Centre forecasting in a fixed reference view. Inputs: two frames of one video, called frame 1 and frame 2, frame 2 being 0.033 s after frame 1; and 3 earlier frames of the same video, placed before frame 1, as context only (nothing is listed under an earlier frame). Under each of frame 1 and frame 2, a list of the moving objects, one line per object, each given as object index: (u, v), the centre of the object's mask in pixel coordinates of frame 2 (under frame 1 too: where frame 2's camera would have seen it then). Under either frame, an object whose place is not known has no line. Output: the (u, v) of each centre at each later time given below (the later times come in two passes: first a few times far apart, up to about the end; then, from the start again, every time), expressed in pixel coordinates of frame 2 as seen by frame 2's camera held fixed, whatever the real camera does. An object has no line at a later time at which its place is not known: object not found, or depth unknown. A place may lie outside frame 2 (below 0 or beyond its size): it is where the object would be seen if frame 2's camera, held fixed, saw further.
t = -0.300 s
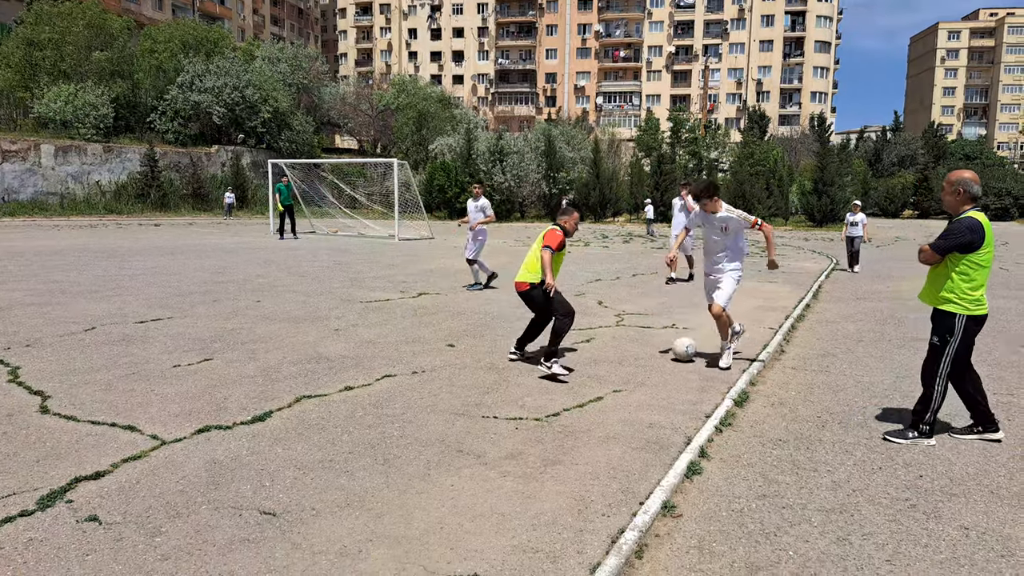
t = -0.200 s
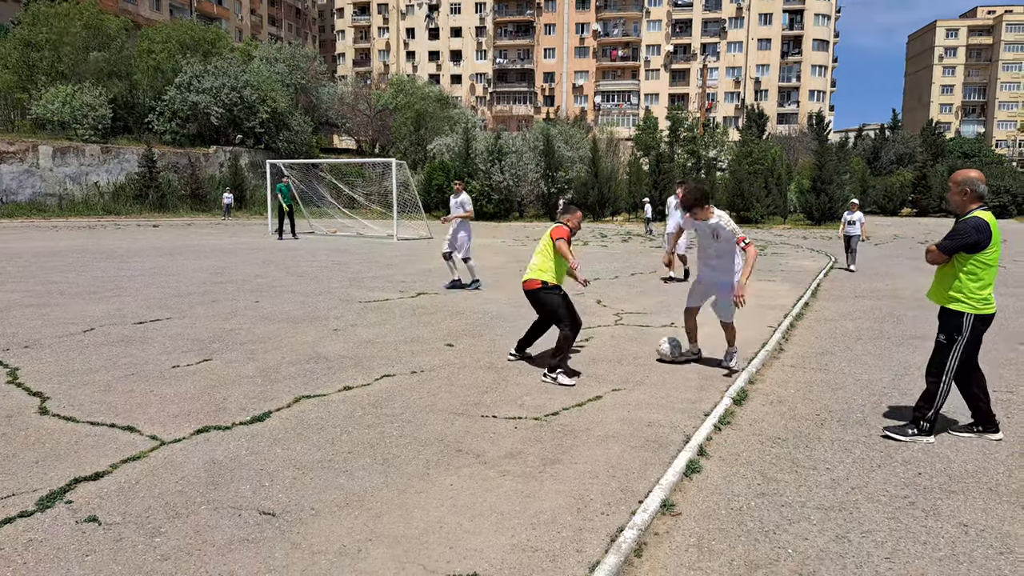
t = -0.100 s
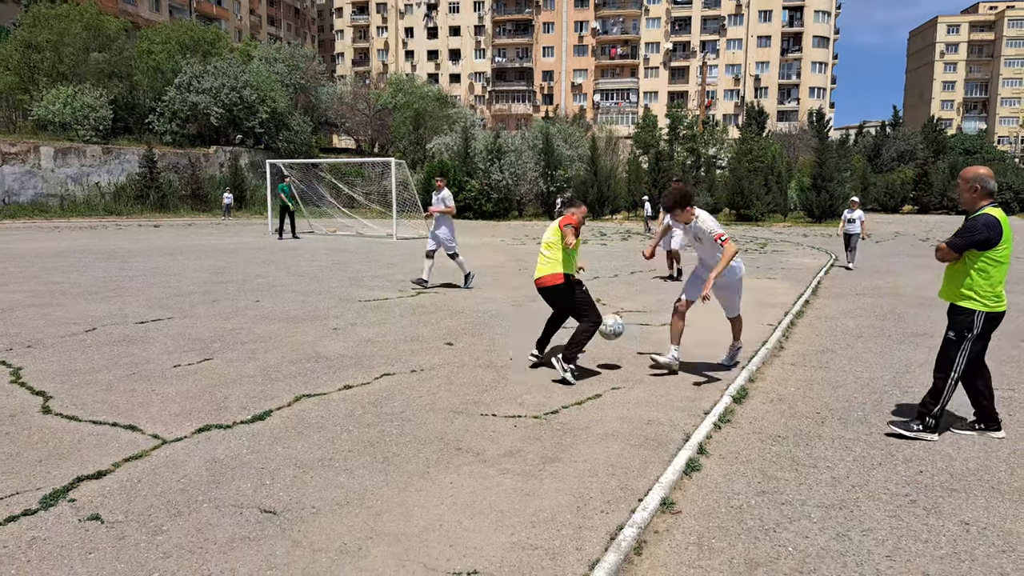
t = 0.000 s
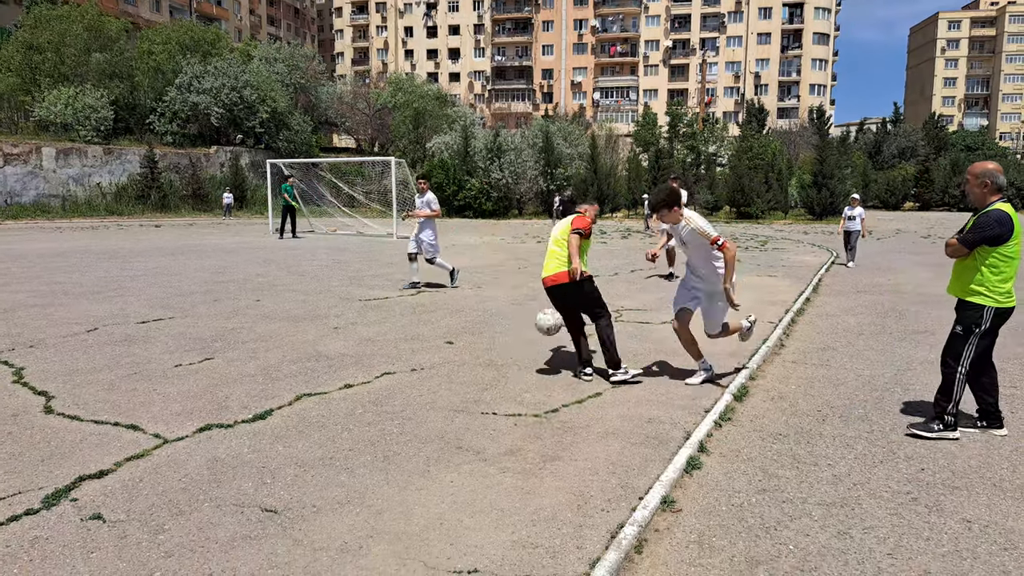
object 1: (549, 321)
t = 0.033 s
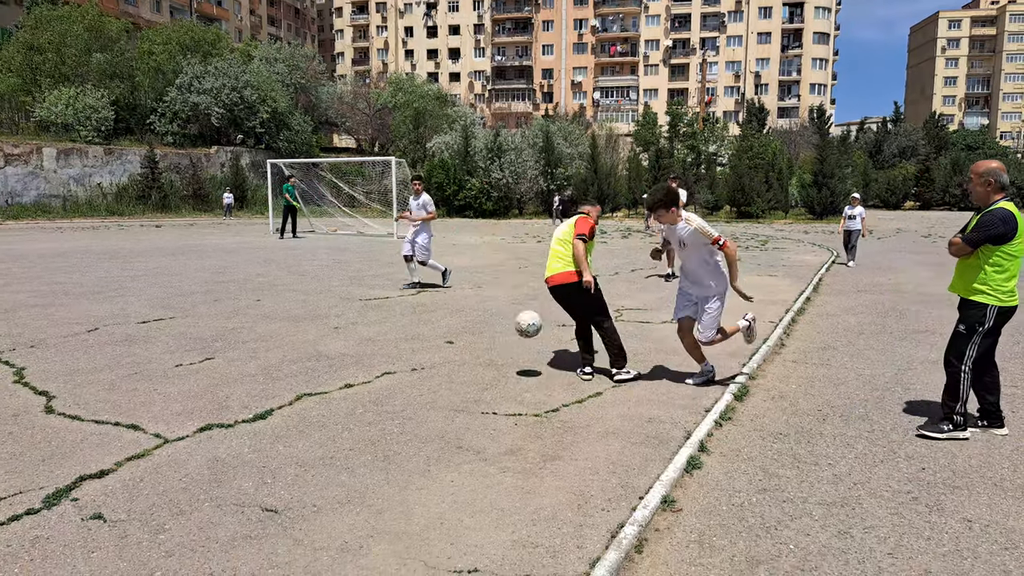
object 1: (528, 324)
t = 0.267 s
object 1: (372, 376)
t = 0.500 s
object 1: (316, 352)
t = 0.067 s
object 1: (507, 328)
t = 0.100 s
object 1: (484, 334)
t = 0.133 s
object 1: (461, 342)
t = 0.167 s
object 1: (437, 350)
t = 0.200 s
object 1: (413, 361)
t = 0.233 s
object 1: (388, 375)
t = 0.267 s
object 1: (372, 376)
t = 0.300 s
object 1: (363, 369)
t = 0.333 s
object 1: (356, 362)
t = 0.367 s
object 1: (348, 357)
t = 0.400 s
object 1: (340, 354)
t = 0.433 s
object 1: (332, 351)
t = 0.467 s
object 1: (324, 351)
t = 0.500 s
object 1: (316, 352)
